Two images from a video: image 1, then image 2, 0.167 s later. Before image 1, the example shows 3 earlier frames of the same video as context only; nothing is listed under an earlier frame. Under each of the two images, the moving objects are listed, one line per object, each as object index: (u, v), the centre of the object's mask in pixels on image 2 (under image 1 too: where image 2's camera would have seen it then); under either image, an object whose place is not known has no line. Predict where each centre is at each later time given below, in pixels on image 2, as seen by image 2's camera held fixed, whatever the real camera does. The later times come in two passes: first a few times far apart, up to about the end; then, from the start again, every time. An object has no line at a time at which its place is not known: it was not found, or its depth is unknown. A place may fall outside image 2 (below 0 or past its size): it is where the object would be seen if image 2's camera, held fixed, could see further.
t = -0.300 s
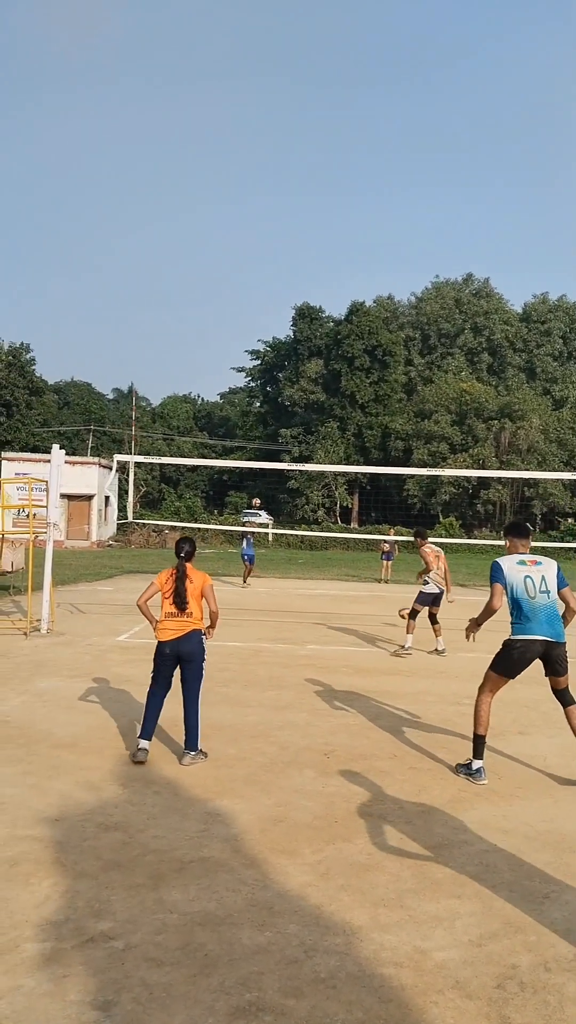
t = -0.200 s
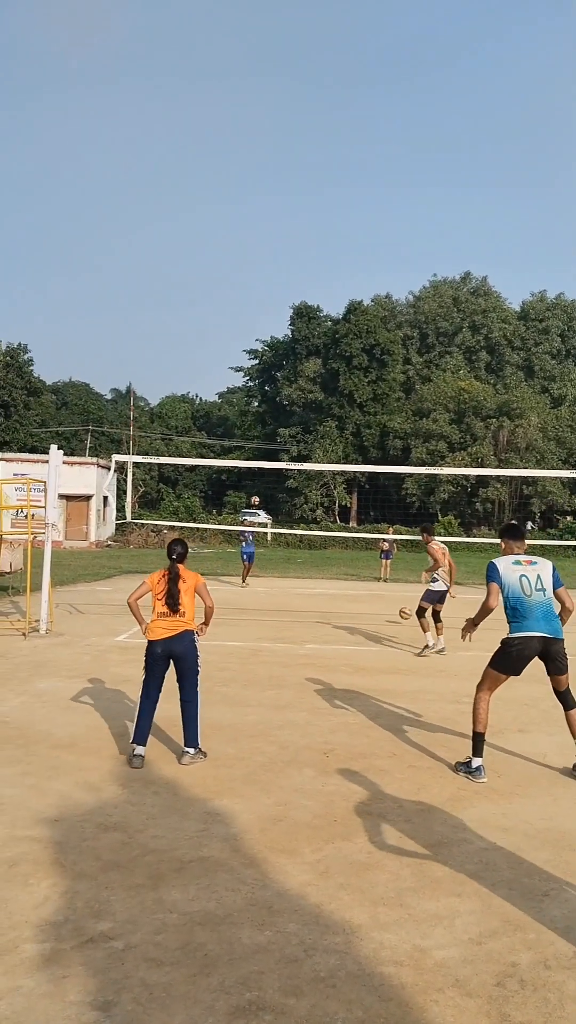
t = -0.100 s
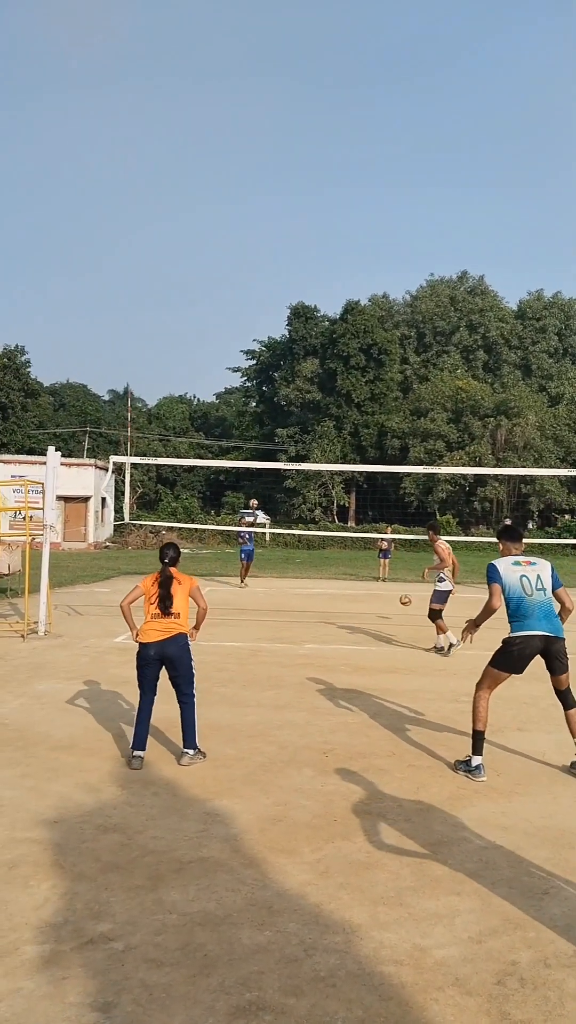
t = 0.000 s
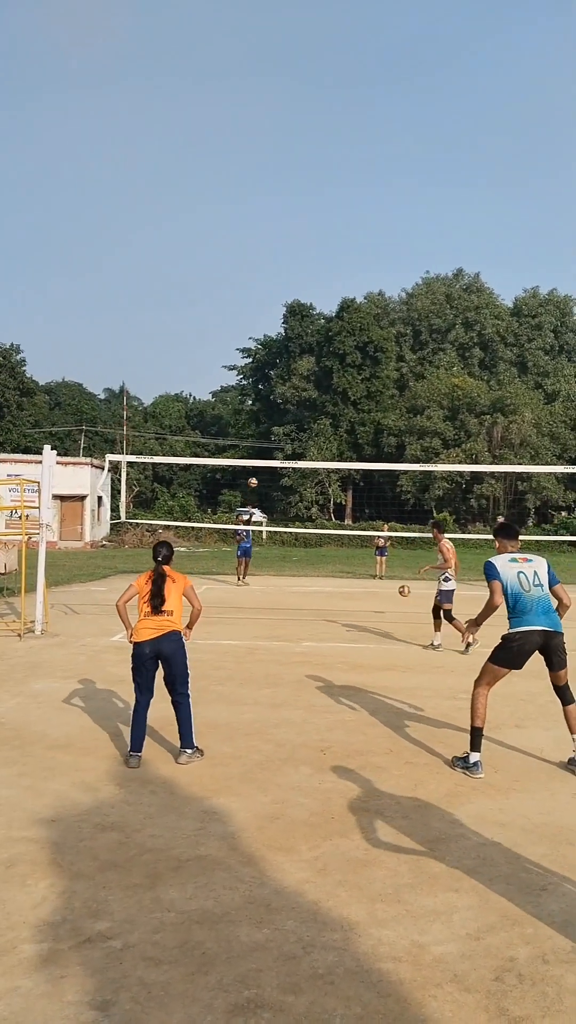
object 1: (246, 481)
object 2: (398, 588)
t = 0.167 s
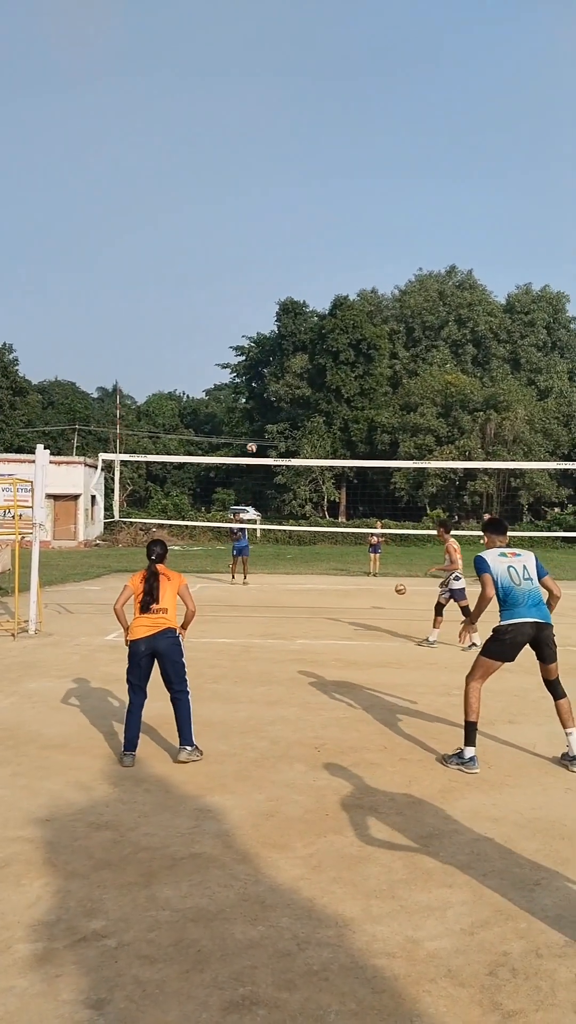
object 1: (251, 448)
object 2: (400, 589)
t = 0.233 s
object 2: (402, 593)
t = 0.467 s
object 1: (259, 408)
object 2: (405, 590)
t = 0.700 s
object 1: (271, 406)
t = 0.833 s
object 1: (282, 425)
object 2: (414, 597)
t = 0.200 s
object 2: (401, 591)
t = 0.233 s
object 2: (402, 593)
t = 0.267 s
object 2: (402, 597)
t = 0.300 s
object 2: (403, 601)
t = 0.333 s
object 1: (256, 423)
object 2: (403, 604)
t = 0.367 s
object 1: (256, 418)
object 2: (404, 600)
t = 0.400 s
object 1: (257, 415)
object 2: (404, 596)
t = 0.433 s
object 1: (258, 411)
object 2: (405, 593)
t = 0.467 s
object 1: (259, 408)
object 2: (405, 590)
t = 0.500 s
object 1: (260, 406)
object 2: (406, 587)
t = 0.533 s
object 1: (262, 404)
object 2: (406, 586)
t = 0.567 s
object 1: (264, 403)
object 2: (407, 585)
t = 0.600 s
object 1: (265, 403)
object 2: (406, 585)
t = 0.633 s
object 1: (267, 403)
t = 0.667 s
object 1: (269, 404)
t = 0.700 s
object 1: (271, 406)
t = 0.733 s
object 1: (274, 410)
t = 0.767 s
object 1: (276, 414)
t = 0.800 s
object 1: (278, 419)
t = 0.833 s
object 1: (282, 425)
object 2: (414, 597)
